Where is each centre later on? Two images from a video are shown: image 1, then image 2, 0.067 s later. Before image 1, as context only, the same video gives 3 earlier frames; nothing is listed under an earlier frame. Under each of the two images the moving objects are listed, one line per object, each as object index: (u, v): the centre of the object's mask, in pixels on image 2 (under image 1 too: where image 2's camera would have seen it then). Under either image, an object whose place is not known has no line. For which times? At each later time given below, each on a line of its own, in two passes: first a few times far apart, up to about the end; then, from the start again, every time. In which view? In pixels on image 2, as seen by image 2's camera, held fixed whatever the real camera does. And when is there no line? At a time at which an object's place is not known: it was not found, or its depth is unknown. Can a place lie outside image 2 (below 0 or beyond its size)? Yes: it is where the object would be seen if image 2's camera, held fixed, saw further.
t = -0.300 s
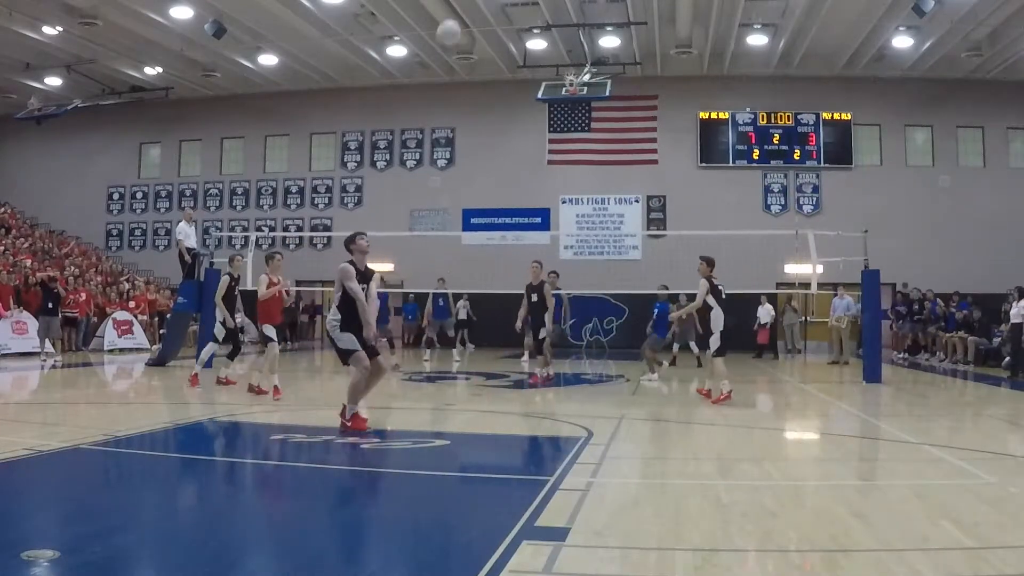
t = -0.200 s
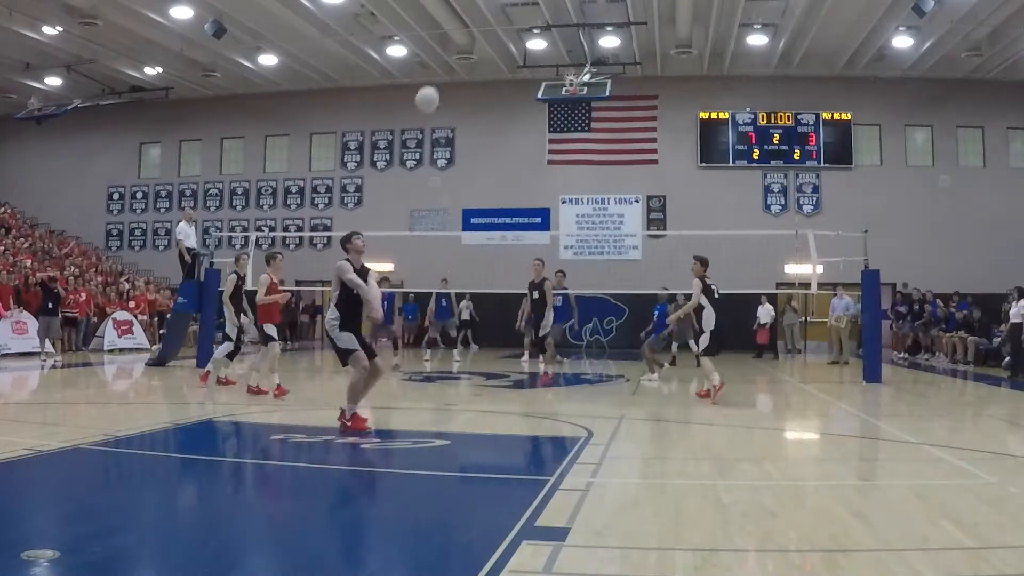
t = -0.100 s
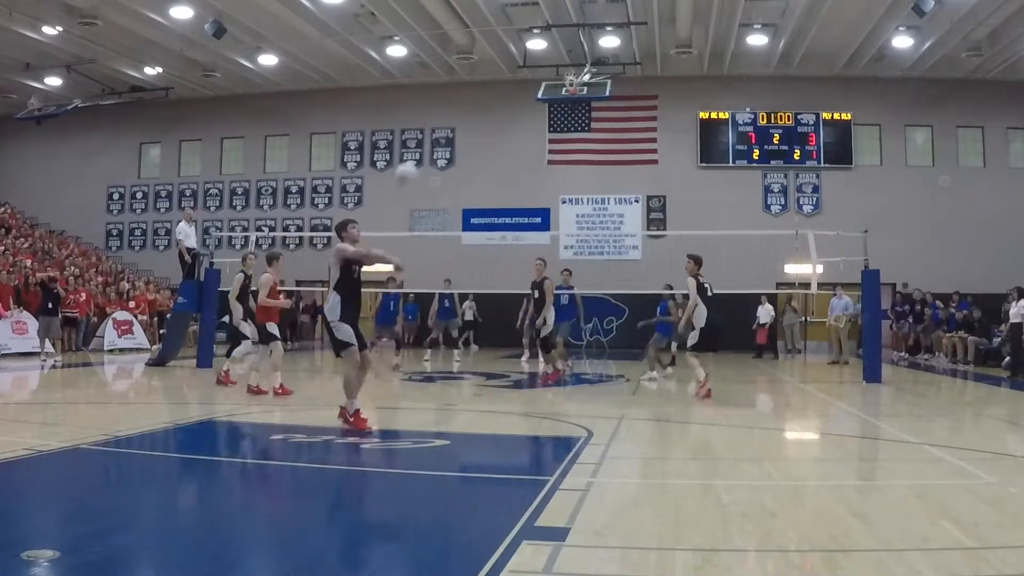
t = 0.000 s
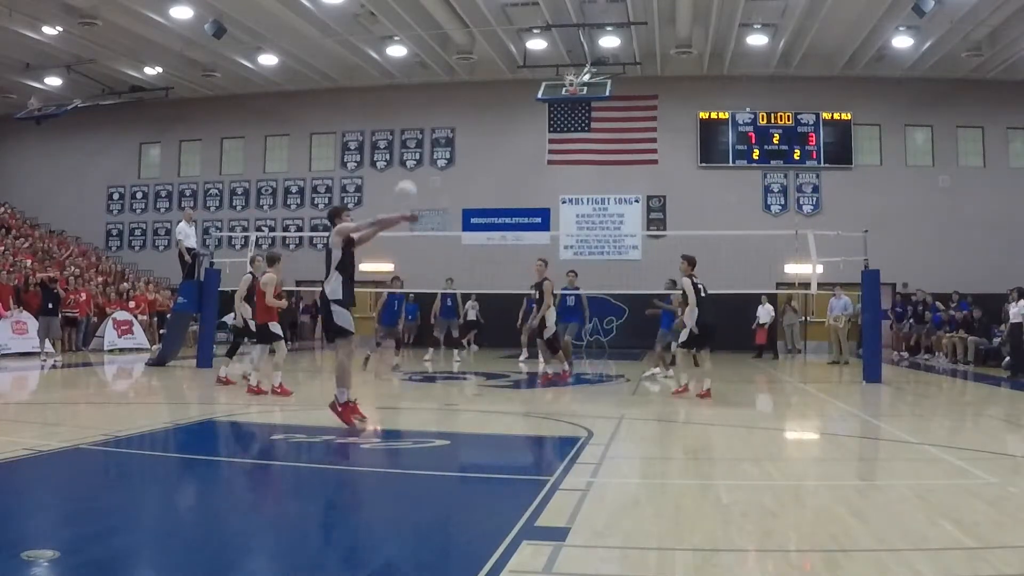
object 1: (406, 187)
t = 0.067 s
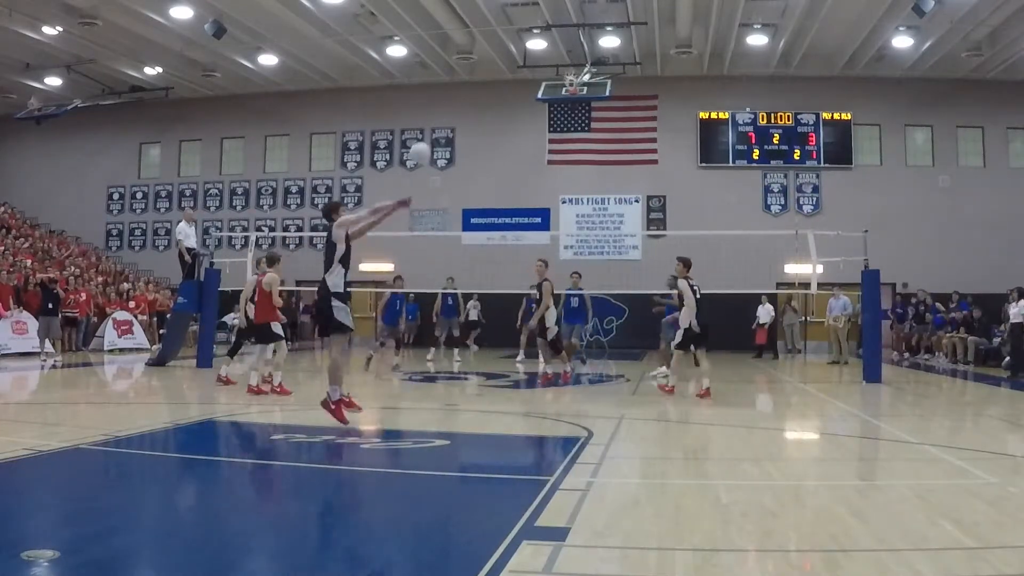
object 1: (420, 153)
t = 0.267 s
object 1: (453, 85)
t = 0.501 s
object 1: (476, 65)
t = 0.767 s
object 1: (494, 86)
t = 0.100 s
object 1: (427, 137)
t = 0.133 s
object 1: (433, 123)
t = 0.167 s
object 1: (438, 111)
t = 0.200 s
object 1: (444, 101)
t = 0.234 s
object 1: (448, 92)
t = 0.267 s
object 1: (453, 85)
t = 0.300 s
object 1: (457, 79)
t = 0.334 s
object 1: (461, 74)
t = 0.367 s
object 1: (464, 71)
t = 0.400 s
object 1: (467, 67)
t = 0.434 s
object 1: (470, 66)
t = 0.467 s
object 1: (473, 65)
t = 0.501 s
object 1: (476, 65)
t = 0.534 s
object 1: (478, 65)
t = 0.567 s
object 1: (481, 66)
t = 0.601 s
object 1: (483, 68)
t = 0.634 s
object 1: (486, 71)
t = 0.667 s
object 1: (488, 74)
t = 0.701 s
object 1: (490, 77)
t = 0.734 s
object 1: (492, 81)
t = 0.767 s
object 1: (494, 86)
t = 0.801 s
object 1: (496, 91)
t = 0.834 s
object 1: (498, 97)
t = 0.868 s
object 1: (499, 102)
